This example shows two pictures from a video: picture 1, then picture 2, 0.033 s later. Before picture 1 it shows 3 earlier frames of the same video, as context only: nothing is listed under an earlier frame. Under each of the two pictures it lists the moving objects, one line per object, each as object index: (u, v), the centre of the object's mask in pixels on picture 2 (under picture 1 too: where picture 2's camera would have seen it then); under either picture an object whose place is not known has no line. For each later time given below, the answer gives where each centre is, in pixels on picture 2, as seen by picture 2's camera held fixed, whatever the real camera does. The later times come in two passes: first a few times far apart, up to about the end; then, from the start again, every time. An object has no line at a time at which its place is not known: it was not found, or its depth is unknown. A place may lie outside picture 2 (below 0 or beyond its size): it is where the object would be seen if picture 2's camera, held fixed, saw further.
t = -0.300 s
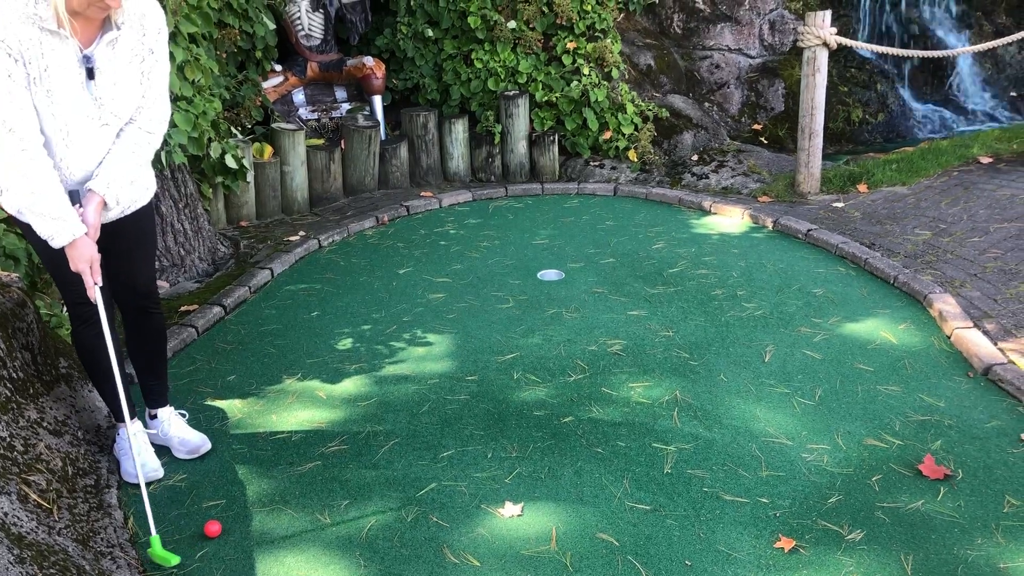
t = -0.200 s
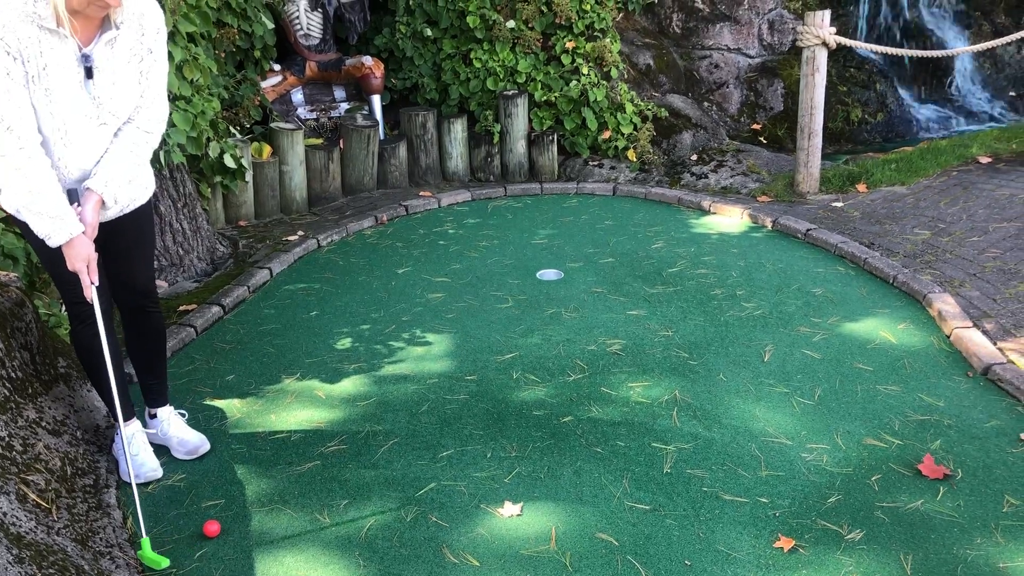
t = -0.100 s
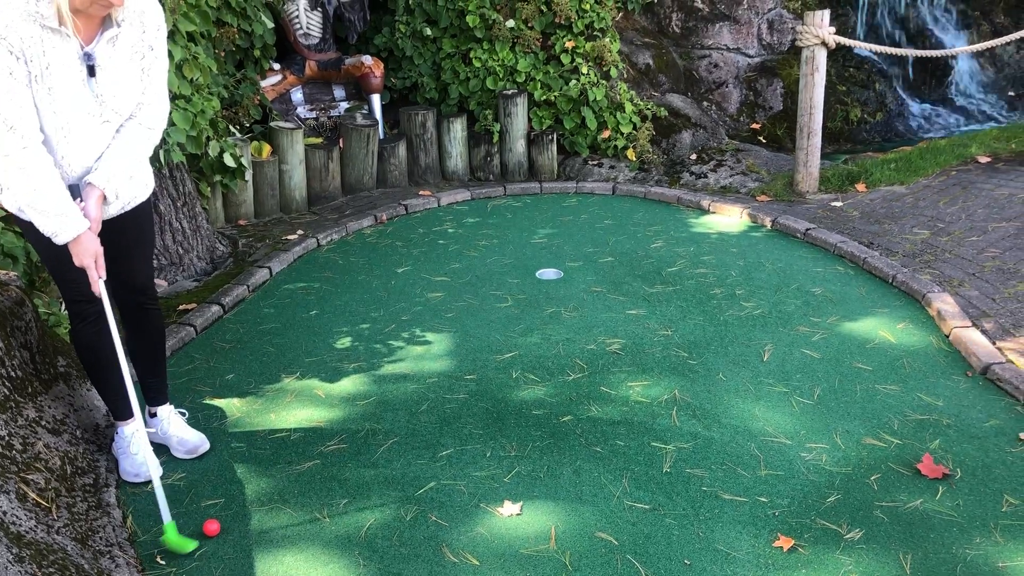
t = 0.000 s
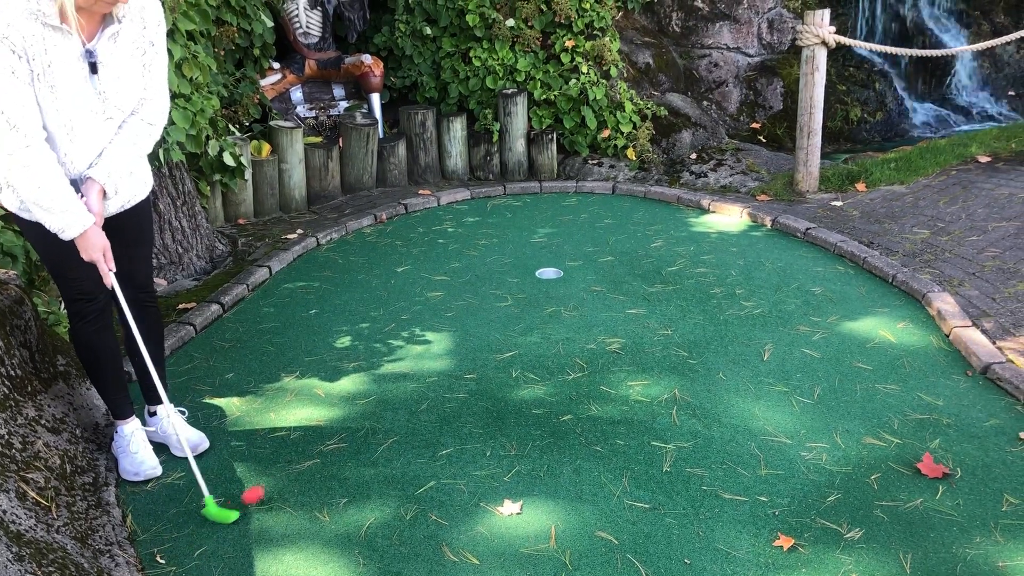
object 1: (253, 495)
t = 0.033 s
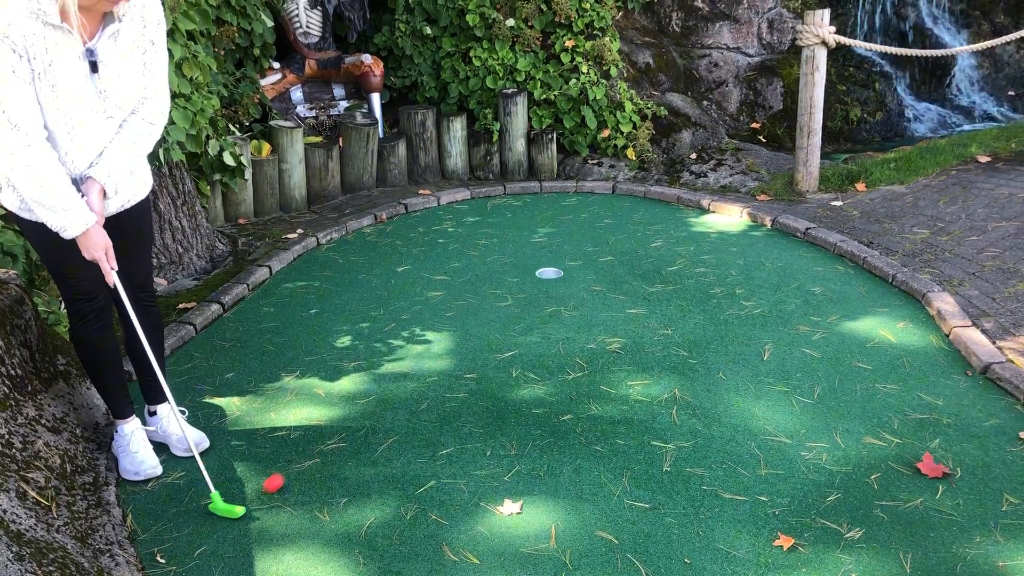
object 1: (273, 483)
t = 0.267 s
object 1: (370, 419)
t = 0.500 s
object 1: (441, 373)
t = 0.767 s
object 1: (506, 333)
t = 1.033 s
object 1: (561, 303)
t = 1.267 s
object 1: (601, 282)
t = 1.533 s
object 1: (640, 265)
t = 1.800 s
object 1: (676, 251)
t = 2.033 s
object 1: (703, 241)
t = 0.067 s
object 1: (290, 470)
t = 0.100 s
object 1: (306, 461)
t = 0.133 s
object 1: (321, 450)
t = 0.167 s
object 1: (334, 442)
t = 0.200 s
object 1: (347, 433)
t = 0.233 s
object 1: (359, 425)
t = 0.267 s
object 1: (370, 419)
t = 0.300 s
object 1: (382, 411)
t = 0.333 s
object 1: (392, 404)
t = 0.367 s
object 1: (403, 398)
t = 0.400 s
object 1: (413, 391)
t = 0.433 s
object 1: (423, 385)
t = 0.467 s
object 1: (432, 379)
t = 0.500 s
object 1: (441, 373)
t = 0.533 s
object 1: (450, 367)
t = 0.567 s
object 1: (458, 362)
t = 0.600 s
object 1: (467, 357)
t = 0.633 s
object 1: (475, 352)
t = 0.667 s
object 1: (483, 346)
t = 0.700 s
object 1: (491, 342)
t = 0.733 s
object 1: (498, 337)
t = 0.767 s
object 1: (506, 333)
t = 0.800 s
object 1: (514, 329)
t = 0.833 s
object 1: (521, 325)
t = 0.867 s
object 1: (528, 321)
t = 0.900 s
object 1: (535, 316)
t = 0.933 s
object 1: (541, 313)
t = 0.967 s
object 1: (548, 309)
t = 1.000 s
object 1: (554, 306)
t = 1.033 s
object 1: (561, 303)
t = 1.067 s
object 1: (566, 300)
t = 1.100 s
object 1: (573, 296)
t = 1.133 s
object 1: (578, 294)
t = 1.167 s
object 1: (584, 290)
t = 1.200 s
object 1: (590, 288)
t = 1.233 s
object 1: (595, 285)
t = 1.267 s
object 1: (601, 282)
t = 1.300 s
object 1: (606, 280)
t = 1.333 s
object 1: (611, 278)
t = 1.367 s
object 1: (616, 275)
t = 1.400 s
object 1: (621, 273)
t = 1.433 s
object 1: (626, 271)
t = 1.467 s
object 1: (631, 269)
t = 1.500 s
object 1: (635, 267)
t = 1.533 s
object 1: (640, 265)
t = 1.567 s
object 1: (645, 263)
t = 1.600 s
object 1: (650, 261)
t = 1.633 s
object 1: (654, 259)
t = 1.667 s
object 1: (659, 257)
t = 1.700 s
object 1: (664, 256)
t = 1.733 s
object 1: (668, 254)
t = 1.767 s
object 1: (672, 253)
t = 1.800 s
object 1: (676, 251)
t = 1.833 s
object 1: (681, 250)
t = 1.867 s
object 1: (684, 248)
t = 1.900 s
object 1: (688, 246)
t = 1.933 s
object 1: (692, 245)
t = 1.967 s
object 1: (696, 244)
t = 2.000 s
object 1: (699, 243)
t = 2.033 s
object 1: (703, 241)
